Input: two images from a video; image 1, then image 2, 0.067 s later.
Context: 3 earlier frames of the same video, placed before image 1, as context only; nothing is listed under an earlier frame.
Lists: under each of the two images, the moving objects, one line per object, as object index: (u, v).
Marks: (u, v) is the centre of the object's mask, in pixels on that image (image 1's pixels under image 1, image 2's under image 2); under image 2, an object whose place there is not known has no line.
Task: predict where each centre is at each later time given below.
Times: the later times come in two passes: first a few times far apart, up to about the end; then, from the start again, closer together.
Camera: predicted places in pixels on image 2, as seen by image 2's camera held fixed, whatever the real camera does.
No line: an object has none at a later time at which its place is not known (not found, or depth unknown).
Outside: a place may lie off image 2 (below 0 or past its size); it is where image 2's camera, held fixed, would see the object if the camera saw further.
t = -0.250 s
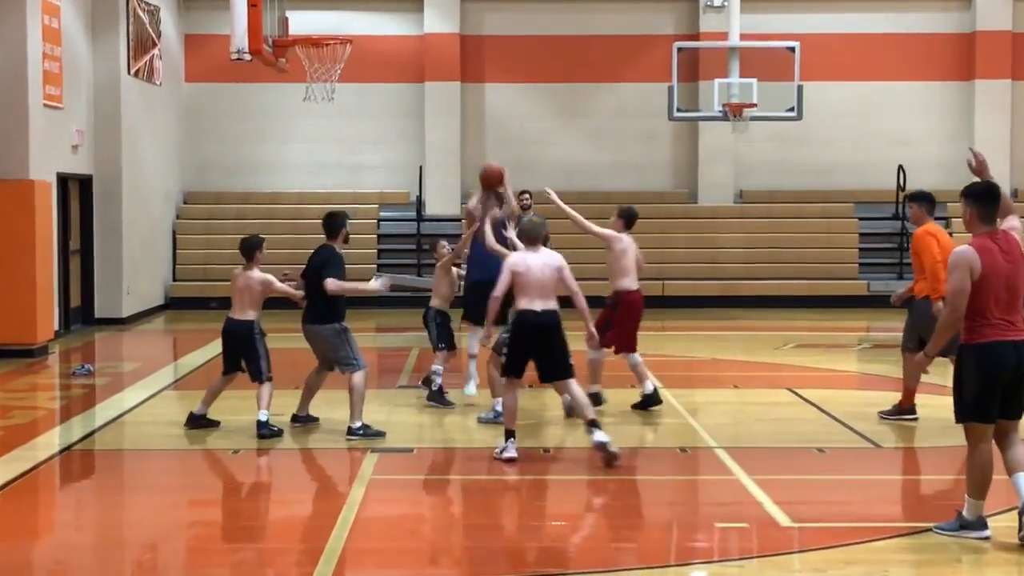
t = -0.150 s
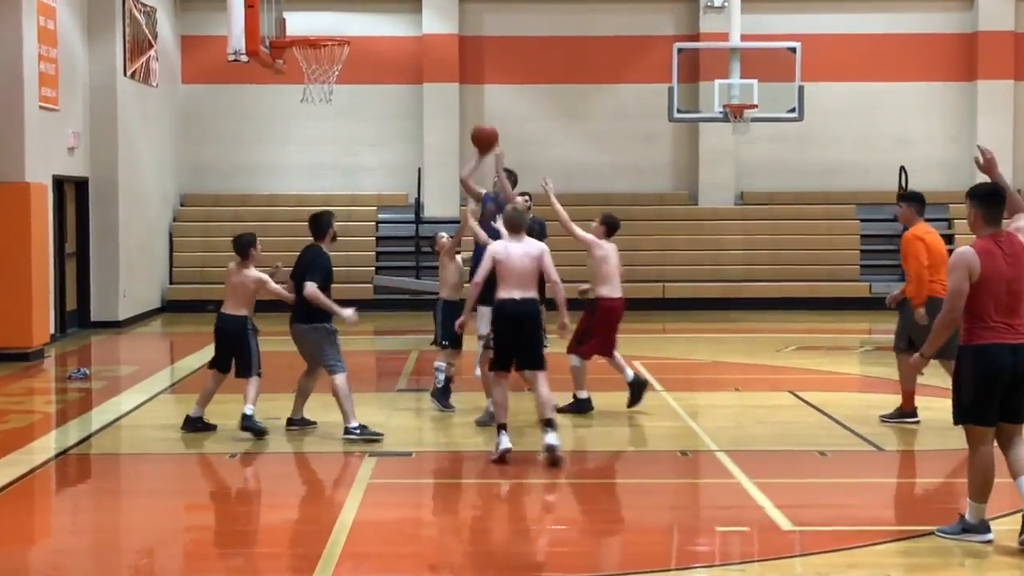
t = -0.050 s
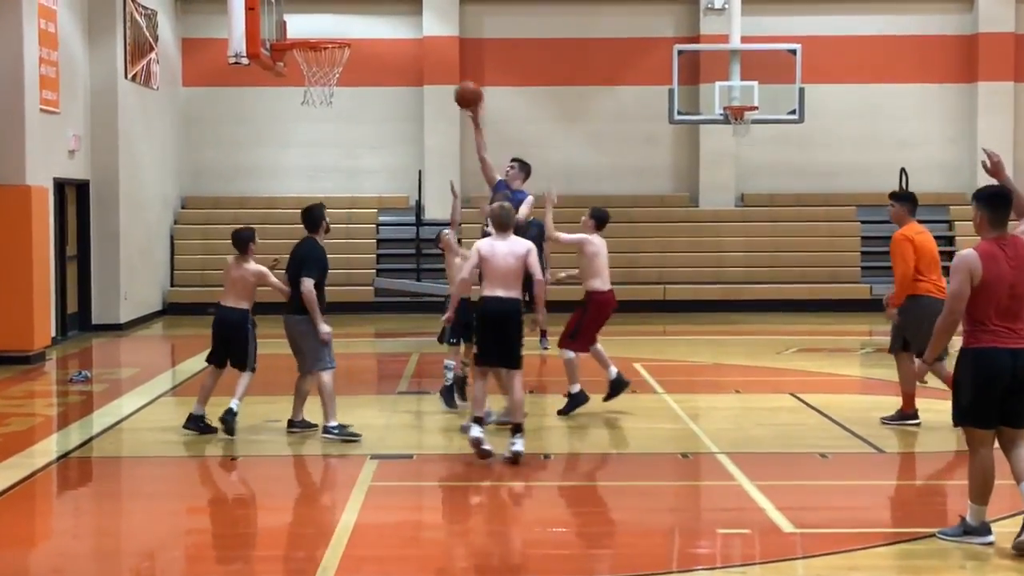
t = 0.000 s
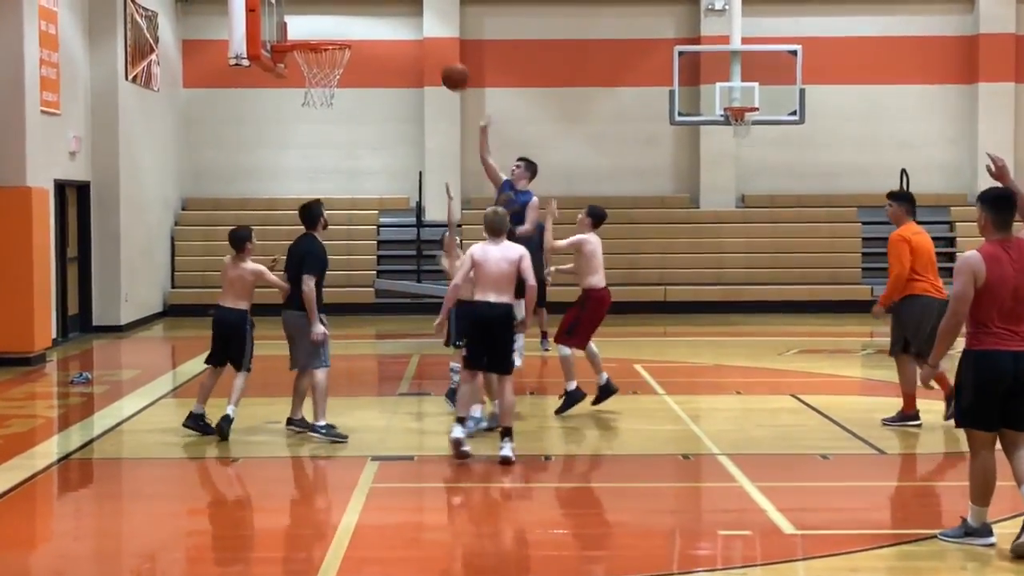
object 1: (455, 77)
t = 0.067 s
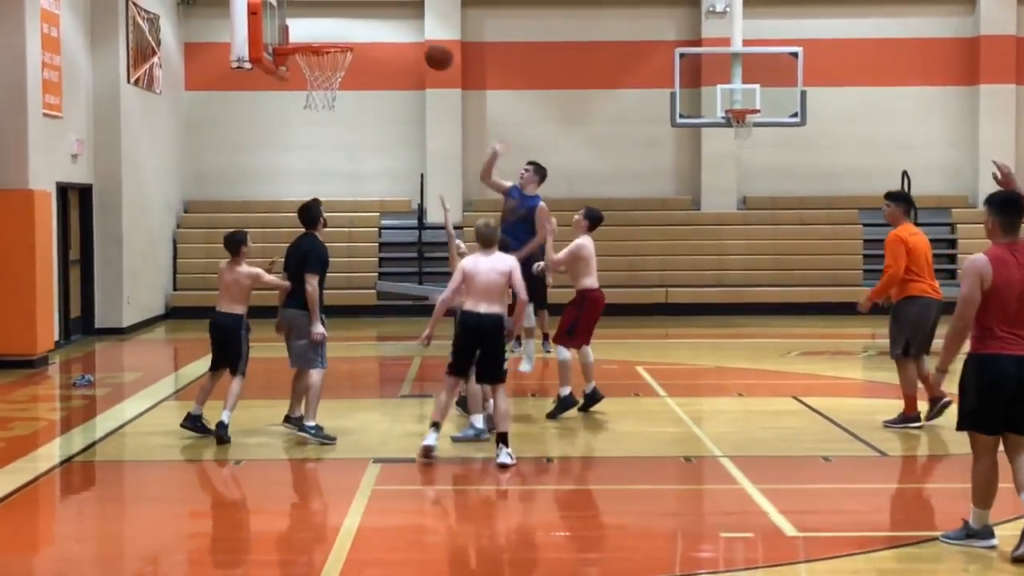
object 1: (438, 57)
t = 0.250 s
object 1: (388, 20)
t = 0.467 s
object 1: (328, 28)
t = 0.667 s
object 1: (338, 24)
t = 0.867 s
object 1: (389, 32)
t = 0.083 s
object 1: (434, 51)
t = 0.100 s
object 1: (429, 47)
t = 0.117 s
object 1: (425, 43)
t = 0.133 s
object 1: (421, 39)
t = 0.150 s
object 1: (416, 36)
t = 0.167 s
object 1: (412, 32)
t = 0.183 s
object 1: (407, 30)
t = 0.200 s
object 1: (403, 27)
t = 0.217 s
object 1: (398, 24)
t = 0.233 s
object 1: (393, 22)
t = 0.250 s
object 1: (388, 20)
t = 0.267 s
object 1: (384, 18)
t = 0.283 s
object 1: (379, 17)
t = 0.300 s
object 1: (375, 17)
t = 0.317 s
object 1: (370, 17)
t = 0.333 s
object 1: (365, 17)
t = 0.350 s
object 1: (360, 17)
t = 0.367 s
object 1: (356, 17)
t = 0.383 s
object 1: (351, 18)
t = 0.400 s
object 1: (347, 19)
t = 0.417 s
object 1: (342, 20)
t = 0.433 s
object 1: (337, 22)
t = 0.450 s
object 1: (333, 24)
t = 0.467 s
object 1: (328, 28)
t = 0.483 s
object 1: (323, 30)
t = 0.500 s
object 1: (319, 34)
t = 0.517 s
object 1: (314, 36)
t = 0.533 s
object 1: (309, 39)
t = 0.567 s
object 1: (313, 37)
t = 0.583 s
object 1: (317, 35)
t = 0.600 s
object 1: (322, 32)
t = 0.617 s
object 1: (325, 30)
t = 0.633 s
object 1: (330, 28)
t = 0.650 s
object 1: (334, 26)
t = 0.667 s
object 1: (338, 24)
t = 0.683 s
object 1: (342, 22)
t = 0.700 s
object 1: (347, 21)
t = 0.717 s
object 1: (351, 21)
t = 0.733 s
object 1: (355, 20)
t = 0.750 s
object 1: (360, 20)
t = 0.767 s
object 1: (363, 21)
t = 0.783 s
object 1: (367, 22)
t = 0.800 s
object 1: (372, 23)
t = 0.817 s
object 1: (376, 25)
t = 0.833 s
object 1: (381, 28)
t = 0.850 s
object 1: (385, 30)
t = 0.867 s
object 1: (389, 32)
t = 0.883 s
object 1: (393, 35)
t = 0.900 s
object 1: (396, 37)
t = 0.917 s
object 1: (400, 40)
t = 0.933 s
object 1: (404, 44)
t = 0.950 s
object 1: (408, 48)
